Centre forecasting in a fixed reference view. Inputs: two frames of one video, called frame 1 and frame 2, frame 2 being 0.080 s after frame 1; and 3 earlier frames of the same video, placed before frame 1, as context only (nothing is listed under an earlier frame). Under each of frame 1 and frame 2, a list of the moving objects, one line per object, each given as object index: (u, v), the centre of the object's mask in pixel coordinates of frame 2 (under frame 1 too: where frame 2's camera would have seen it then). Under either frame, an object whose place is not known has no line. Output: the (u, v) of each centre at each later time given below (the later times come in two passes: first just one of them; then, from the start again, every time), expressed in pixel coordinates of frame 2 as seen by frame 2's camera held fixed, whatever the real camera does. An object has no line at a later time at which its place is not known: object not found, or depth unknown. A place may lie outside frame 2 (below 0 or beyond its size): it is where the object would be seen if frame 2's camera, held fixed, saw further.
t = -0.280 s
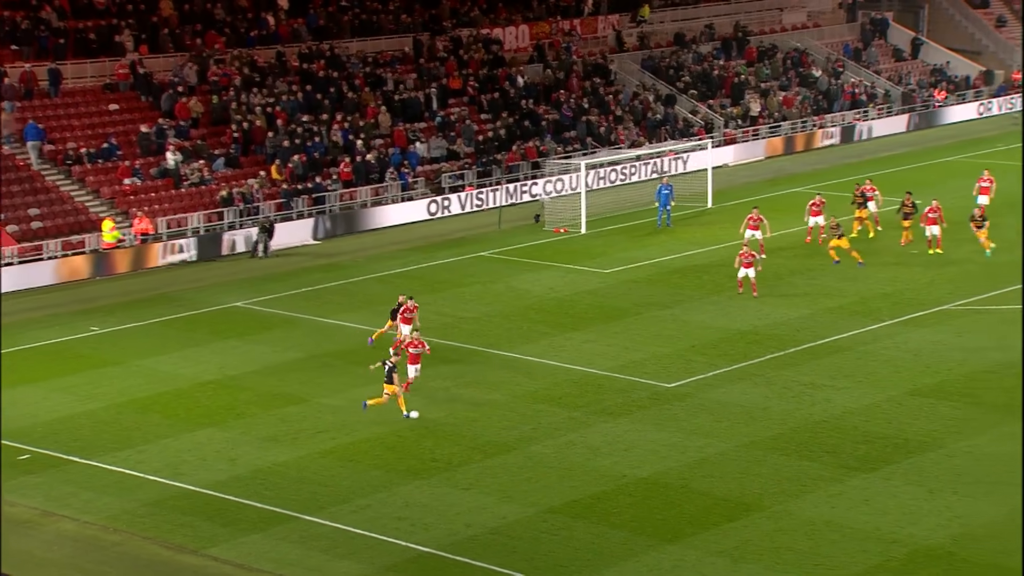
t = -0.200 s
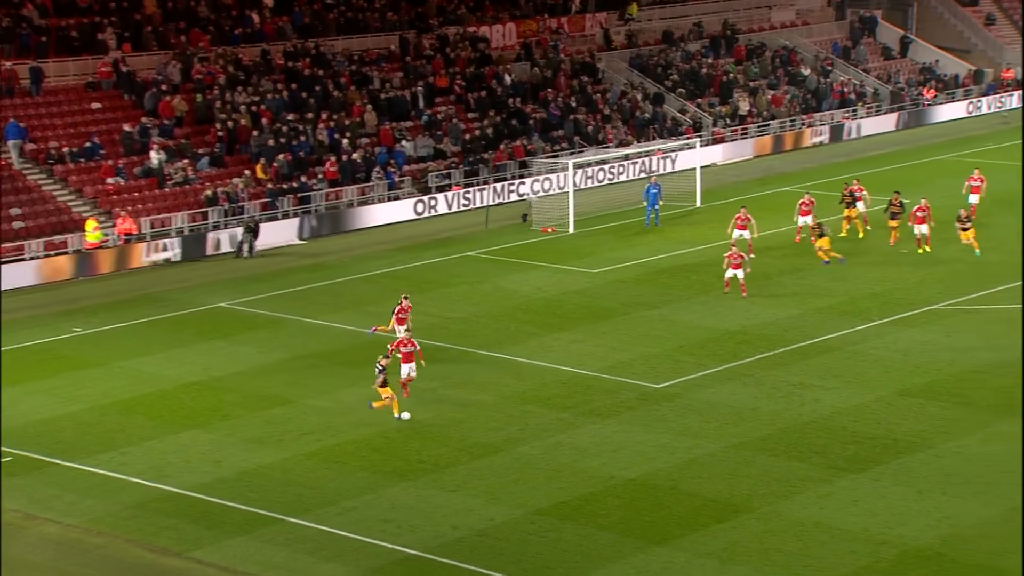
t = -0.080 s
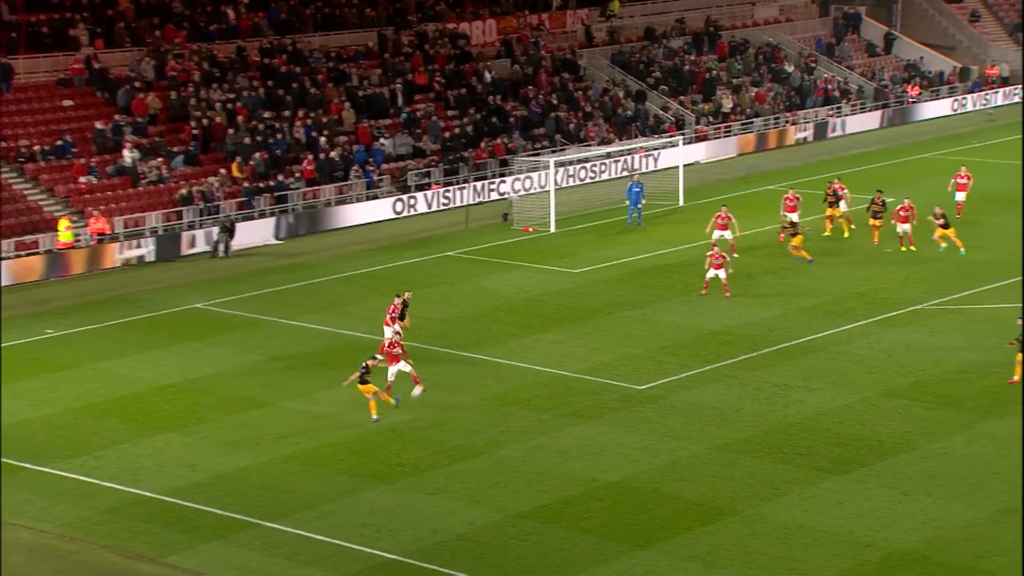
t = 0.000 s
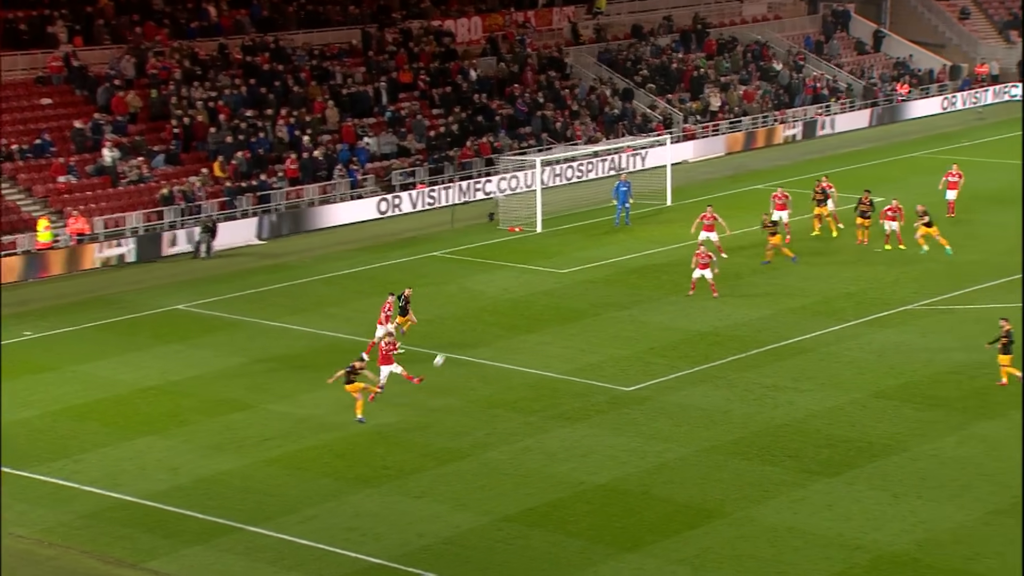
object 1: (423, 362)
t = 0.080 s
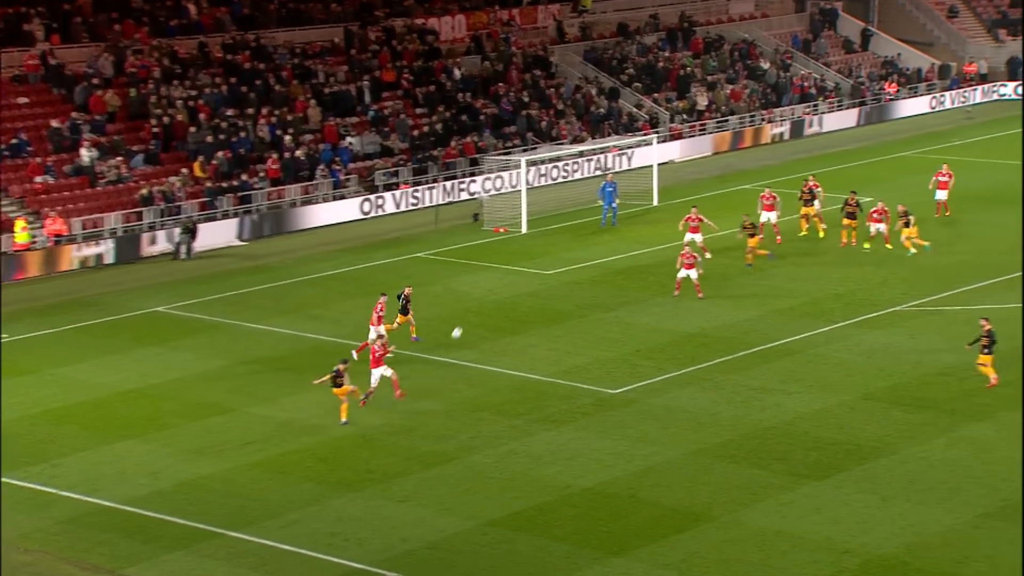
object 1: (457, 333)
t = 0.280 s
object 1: (527, 276)
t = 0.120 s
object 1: (472, 319)
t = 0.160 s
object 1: (488, 307)
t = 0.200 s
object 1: (501, 296)
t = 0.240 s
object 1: (515, 285)
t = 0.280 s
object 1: (527, 276)
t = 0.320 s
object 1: (539, 266)
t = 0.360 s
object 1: (550, 258)
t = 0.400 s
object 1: (561, 251)
